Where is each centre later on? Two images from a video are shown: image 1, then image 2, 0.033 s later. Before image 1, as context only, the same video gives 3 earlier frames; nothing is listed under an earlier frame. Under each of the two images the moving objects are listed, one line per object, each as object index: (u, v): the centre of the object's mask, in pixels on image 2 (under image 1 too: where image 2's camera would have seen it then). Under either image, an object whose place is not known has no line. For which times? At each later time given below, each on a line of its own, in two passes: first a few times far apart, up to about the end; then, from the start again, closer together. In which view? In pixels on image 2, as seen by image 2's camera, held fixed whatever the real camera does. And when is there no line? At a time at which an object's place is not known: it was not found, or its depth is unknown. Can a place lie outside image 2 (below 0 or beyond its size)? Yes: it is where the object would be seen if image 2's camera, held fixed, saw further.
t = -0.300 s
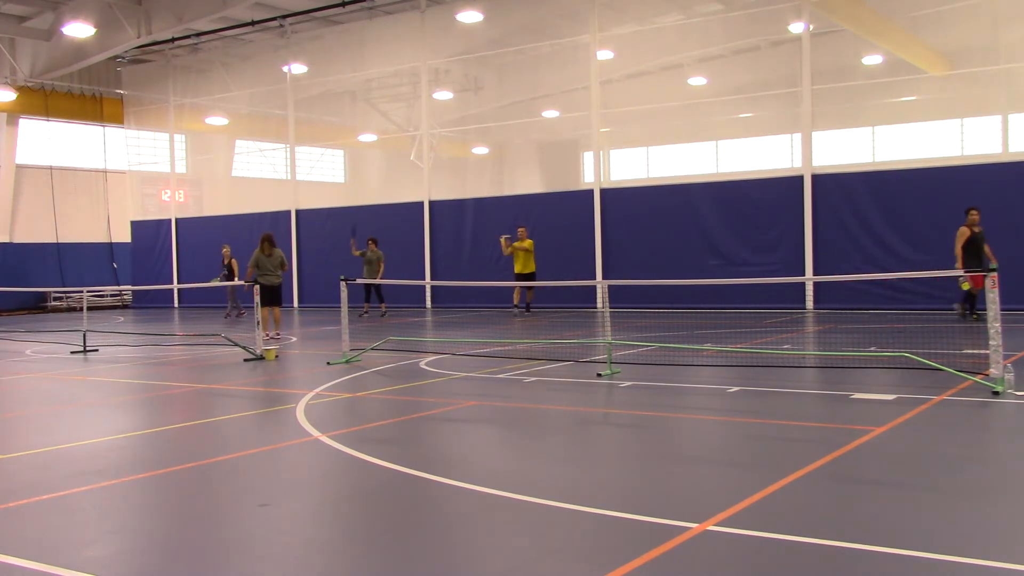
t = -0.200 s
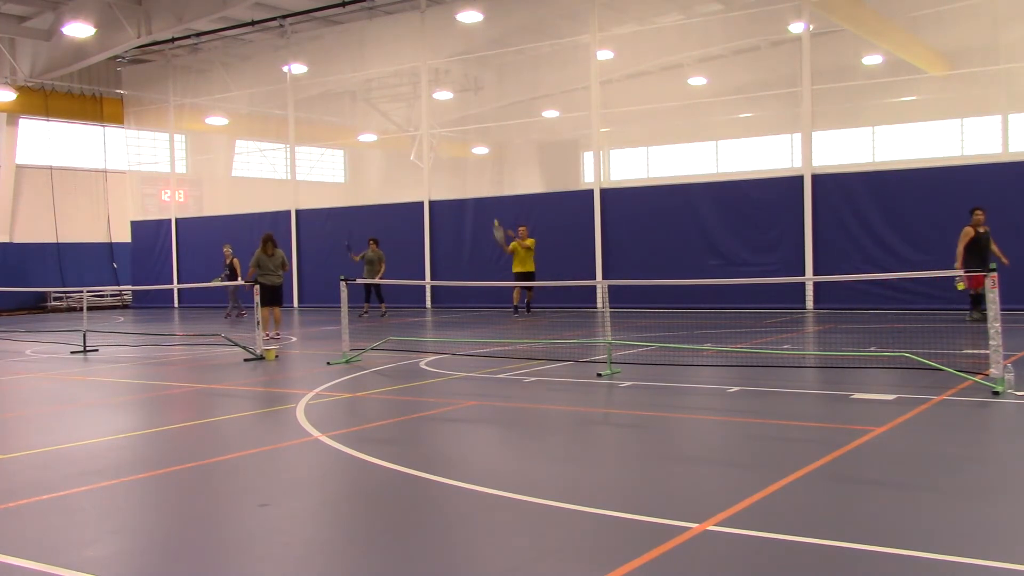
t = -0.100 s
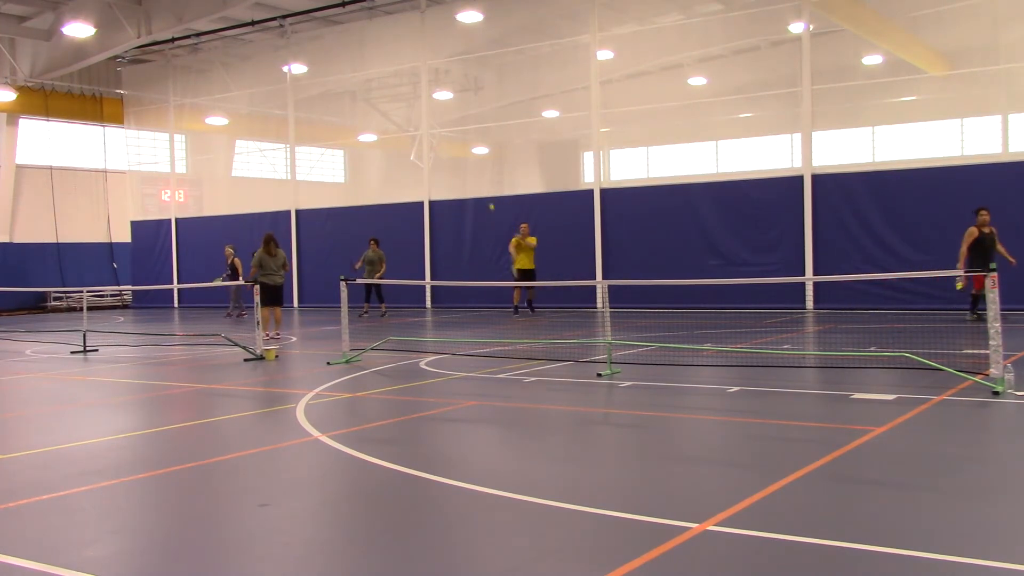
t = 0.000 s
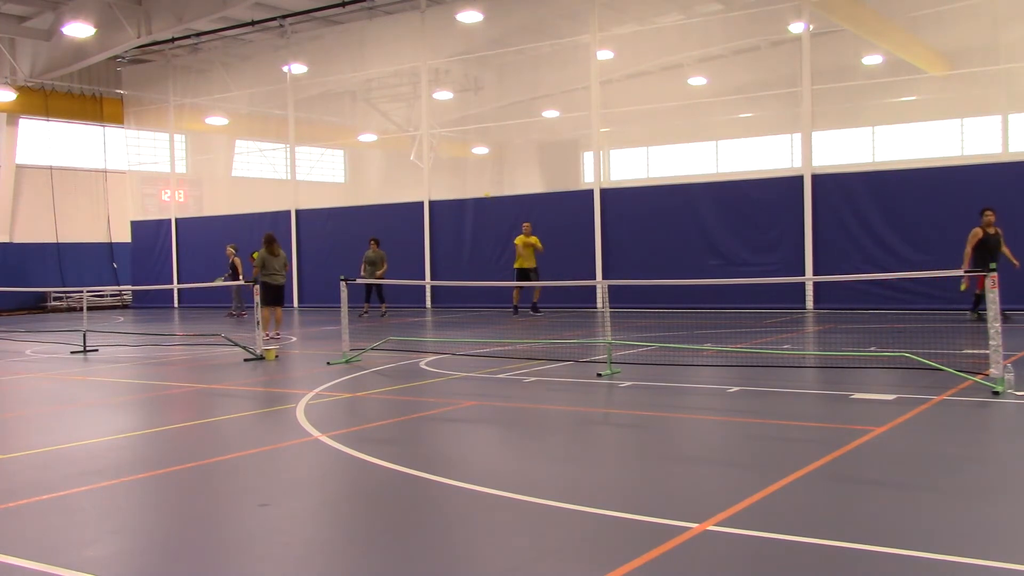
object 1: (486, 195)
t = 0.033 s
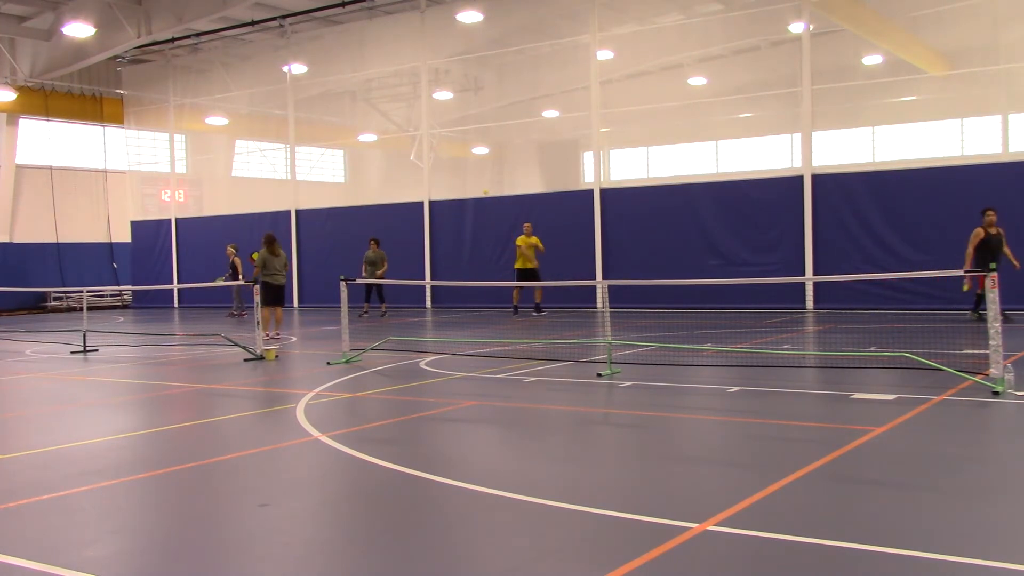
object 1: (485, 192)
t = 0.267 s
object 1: (474, 189)
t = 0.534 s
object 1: (457, 244)
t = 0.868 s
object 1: (427, 395)
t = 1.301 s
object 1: (373, 394)
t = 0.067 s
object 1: (484, 190)
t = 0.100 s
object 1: (482, 188)
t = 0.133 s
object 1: (481, 187)
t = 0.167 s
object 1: (480, 186)
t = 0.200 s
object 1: (477, 187)
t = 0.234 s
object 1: (476, 187)
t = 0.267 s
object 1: (474, 189)
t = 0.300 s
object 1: (472, 192)
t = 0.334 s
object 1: (470, 196)
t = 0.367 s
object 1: (468, 201)
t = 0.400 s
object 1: (466, 206)
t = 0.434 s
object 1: (464, 214)
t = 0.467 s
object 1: (462, 222)
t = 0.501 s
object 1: (459, 233)
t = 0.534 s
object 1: (457, 244)
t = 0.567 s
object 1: (454, 258)
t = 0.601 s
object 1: (452, 272)
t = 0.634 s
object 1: (449, 294)
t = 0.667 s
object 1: (447, 312)
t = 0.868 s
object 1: (427, 395)
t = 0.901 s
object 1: (424, 384)
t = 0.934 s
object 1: (420, 373)
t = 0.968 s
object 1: (416, 365)
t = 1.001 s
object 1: (413, 358)
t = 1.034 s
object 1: (409, 353)
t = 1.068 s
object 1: (405, 350)
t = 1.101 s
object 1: (401, 348)
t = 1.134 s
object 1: (397, 349)
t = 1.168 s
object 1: (393, 352)
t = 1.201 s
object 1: (388, 358)
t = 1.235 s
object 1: (383, 367)
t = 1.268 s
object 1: (378, 378)
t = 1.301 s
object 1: (373, 394)
